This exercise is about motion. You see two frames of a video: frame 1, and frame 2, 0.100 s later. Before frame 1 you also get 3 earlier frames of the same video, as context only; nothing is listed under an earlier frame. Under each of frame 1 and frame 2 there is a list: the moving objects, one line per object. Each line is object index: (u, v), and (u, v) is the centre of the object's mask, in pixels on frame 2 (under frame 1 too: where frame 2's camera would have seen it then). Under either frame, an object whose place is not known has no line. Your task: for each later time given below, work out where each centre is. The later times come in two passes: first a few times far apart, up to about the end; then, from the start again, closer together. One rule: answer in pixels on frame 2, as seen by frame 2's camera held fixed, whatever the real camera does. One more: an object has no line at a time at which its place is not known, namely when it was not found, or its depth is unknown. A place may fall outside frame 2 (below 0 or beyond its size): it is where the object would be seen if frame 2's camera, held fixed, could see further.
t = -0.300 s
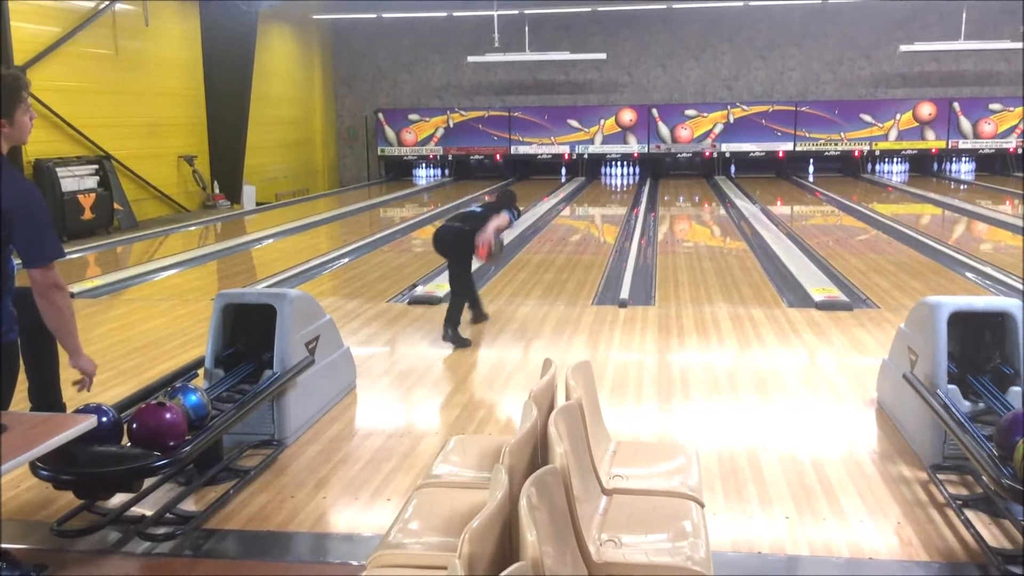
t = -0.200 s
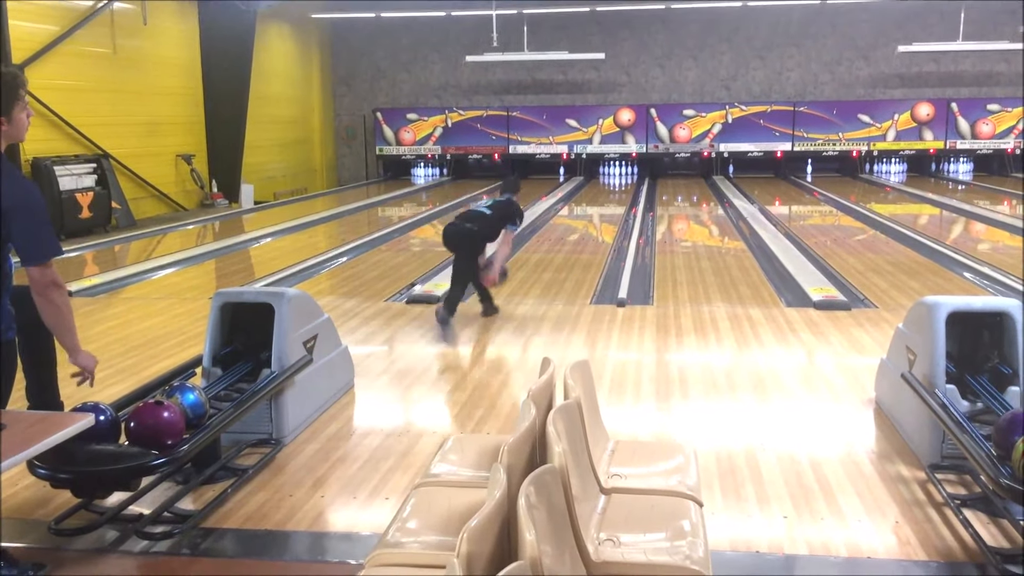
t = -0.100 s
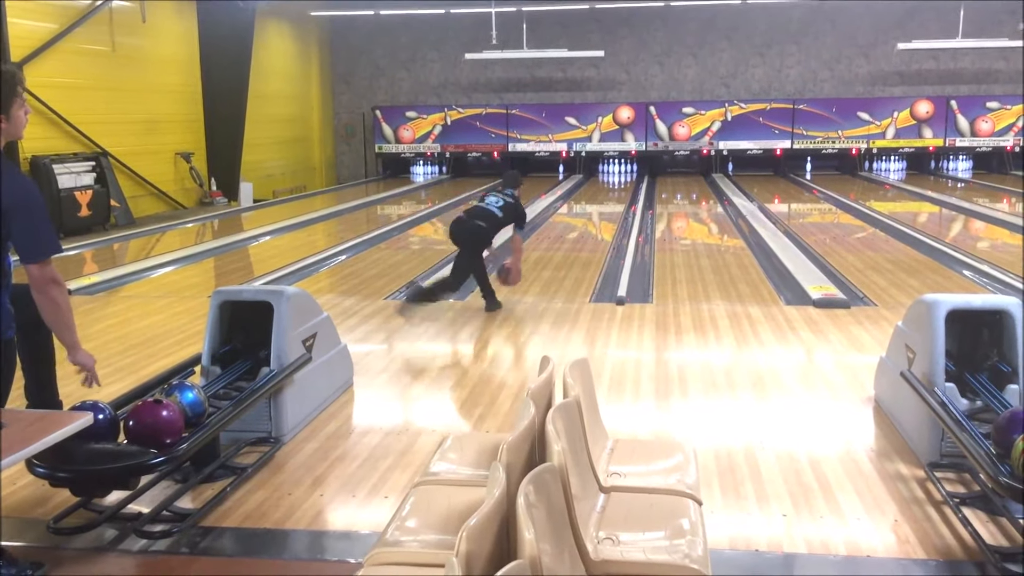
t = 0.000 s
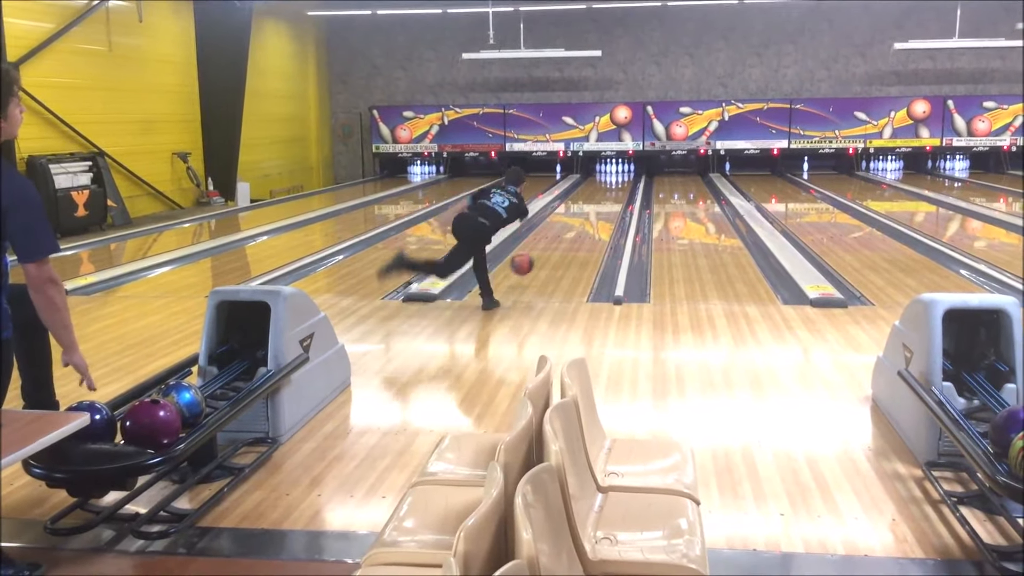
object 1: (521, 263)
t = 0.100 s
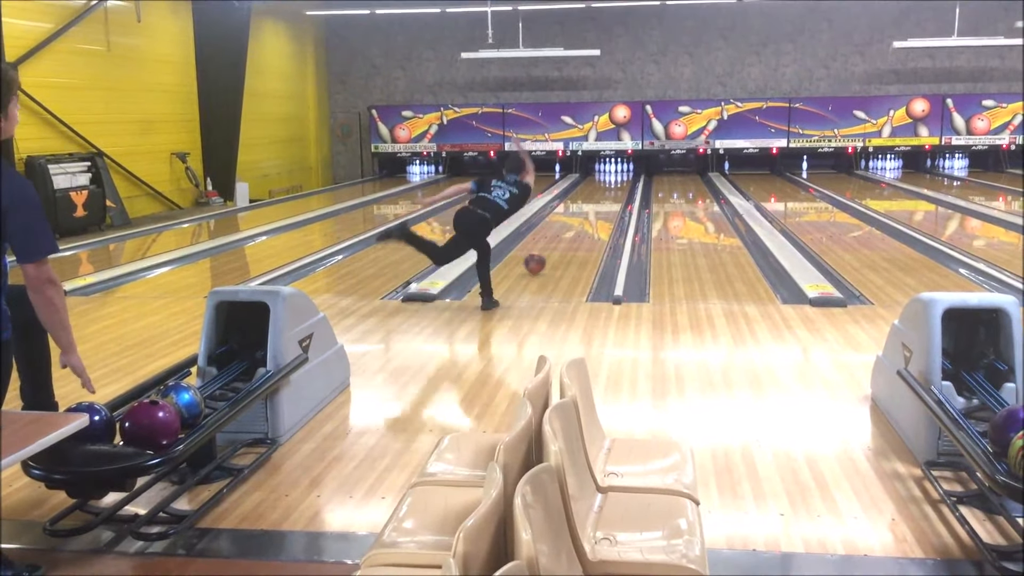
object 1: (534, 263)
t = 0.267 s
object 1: (552, 247)
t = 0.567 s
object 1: (576, 225)
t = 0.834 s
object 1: (591, 210)
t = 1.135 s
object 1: (602, 198)
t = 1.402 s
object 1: (610, 190)
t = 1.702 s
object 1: (616, 182)
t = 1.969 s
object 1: (618, 176)
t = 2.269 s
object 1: (617, 171)
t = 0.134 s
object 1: (538, 260)
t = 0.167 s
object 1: (542, 256)
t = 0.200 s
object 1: (546, 252)
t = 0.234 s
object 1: (549, 250)
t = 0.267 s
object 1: (552, 247)
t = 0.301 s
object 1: (555, 244)
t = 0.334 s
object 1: (558, 241)
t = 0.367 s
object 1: (560, 239)
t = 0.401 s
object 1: (563, 237)
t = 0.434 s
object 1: (566, 234)
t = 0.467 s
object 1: (569, 231)
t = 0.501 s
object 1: (571, 229)
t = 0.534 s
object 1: (574, 227)
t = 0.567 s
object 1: (576, 225)
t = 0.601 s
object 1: (578, 222)
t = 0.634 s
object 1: (580, 221)
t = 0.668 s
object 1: (582, 219)
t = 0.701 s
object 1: (584, 217)
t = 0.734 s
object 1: (586, 215)
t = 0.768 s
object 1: (587, 213)
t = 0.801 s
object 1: (589, 212)
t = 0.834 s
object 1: (591, 210)
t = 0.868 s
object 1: (592, 209)
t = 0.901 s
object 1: (594, 208)
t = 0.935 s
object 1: (595, 206)
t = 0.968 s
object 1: (596, 204)
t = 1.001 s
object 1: (597, 203)
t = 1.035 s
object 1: (599, 202)
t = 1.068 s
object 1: (600, 201)
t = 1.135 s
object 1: (602, 198)
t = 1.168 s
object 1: (604, 196)
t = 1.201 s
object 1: (605, 196)
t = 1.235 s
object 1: (606, 194)
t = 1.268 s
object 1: (606, 194)
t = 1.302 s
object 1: (608, 193)
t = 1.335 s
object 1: (609, 192)
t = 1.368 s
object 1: (609, 190)
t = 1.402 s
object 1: (610, 190)
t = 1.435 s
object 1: (611, 189)
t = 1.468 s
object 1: (612, 188)
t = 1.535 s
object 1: (613, 186)
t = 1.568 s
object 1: (614, 185)
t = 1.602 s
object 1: (614, 185)
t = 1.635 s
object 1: (615, 183)
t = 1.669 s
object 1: (615, 182)
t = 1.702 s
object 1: (616, 182)
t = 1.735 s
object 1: (617, 181)
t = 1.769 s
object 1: (617, 180)
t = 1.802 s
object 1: (617, 179)
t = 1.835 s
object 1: (618, 179)
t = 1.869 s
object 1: (618, 178)
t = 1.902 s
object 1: (618, 178)
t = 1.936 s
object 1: (618, 177)
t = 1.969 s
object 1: (618, 176)
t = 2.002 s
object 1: (618, 176)
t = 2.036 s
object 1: (618, 175)
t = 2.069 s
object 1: (618, 174)
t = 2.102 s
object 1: (618, 174)
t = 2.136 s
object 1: (618, 173)
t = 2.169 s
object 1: (618, 173)
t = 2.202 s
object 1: (618, 173)
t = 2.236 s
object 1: (618, 171)
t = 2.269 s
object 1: (617, 171)
